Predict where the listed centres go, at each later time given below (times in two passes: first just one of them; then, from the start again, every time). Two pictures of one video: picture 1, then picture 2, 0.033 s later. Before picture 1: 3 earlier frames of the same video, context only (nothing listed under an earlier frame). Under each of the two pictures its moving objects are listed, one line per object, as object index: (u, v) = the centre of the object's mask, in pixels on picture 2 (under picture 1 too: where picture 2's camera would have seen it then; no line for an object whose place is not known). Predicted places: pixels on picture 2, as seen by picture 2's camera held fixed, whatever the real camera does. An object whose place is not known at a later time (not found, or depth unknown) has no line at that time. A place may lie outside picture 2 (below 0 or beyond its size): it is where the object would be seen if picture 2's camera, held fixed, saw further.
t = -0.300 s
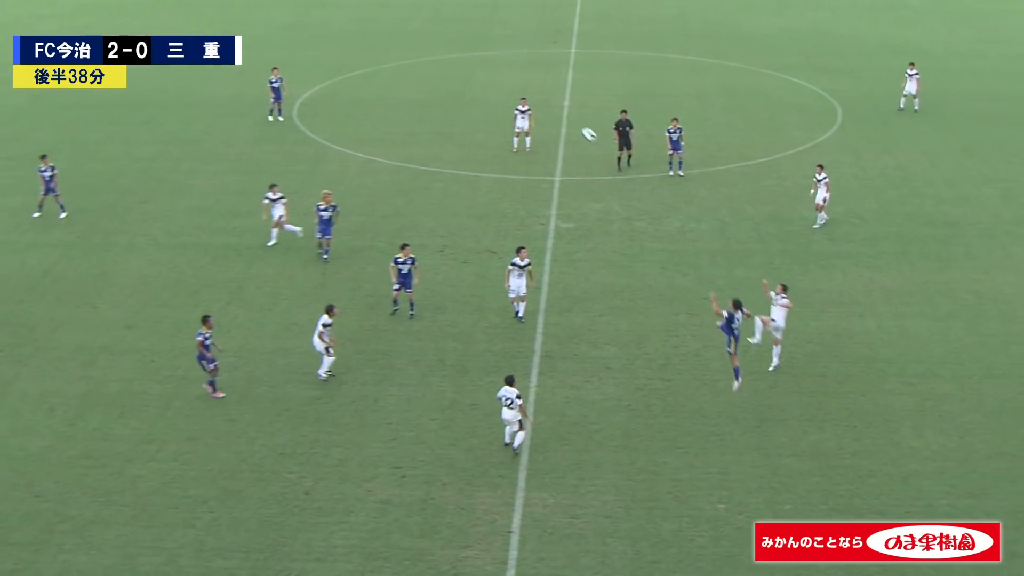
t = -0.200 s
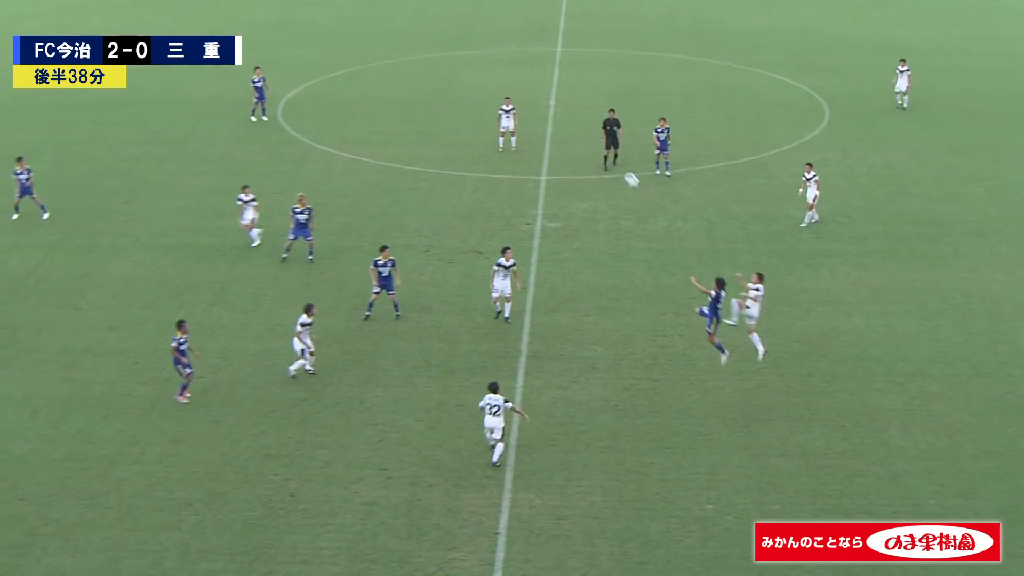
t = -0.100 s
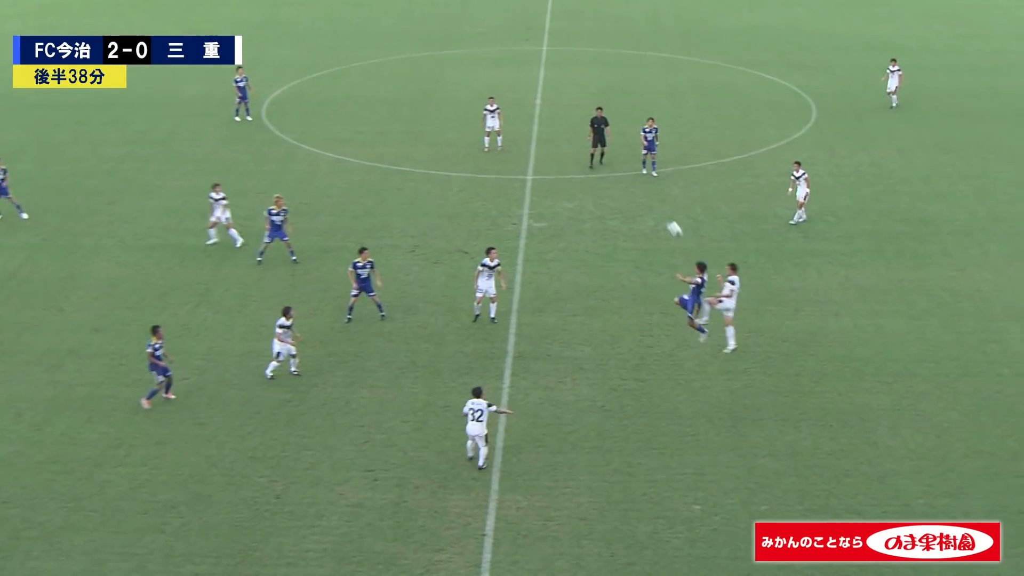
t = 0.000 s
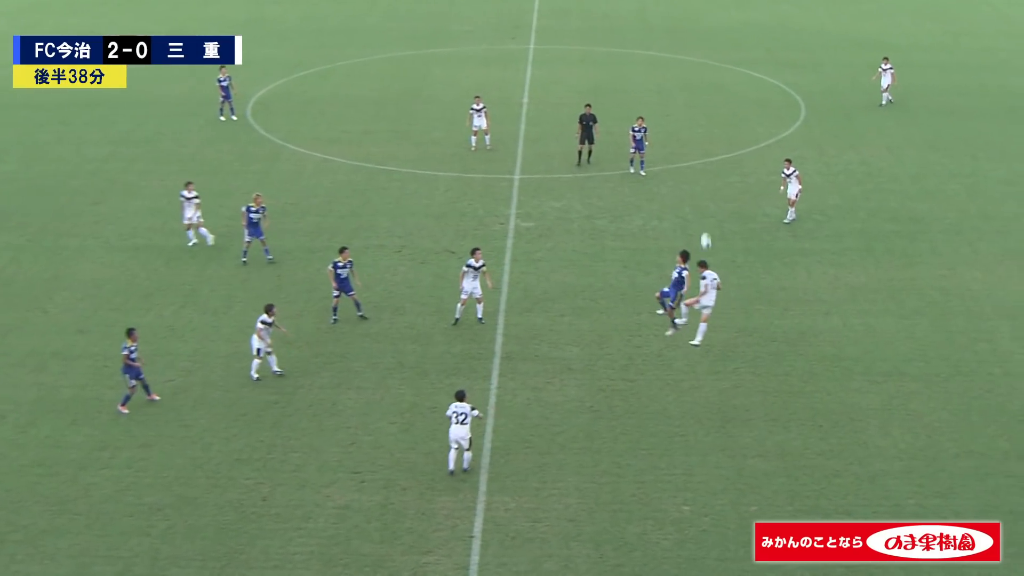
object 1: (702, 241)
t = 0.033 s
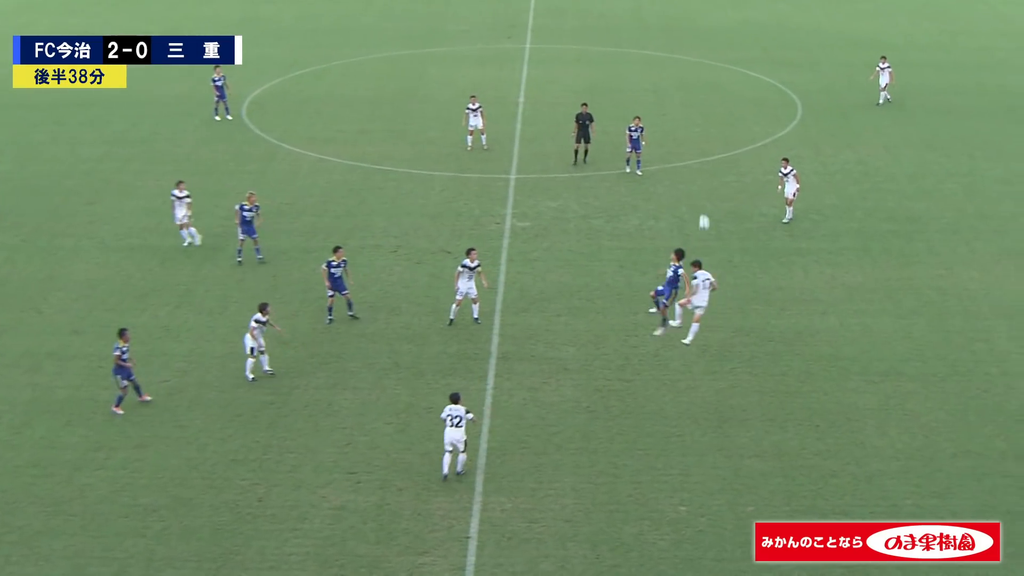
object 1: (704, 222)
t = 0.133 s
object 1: (708, 173)
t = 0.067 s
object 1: (705, 205)
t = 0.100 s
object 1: (707, 189)
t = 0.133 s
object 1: (708, 173)
